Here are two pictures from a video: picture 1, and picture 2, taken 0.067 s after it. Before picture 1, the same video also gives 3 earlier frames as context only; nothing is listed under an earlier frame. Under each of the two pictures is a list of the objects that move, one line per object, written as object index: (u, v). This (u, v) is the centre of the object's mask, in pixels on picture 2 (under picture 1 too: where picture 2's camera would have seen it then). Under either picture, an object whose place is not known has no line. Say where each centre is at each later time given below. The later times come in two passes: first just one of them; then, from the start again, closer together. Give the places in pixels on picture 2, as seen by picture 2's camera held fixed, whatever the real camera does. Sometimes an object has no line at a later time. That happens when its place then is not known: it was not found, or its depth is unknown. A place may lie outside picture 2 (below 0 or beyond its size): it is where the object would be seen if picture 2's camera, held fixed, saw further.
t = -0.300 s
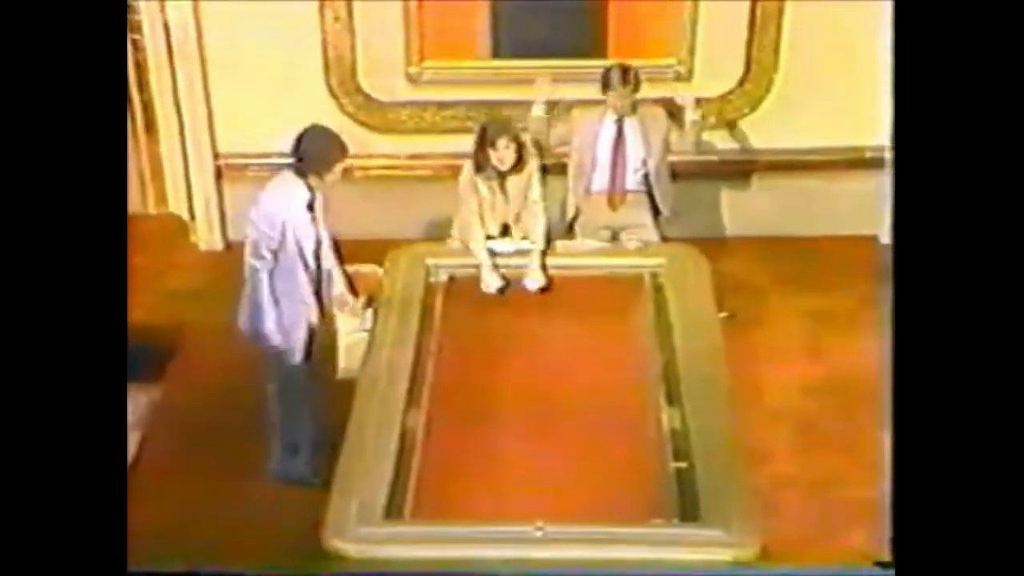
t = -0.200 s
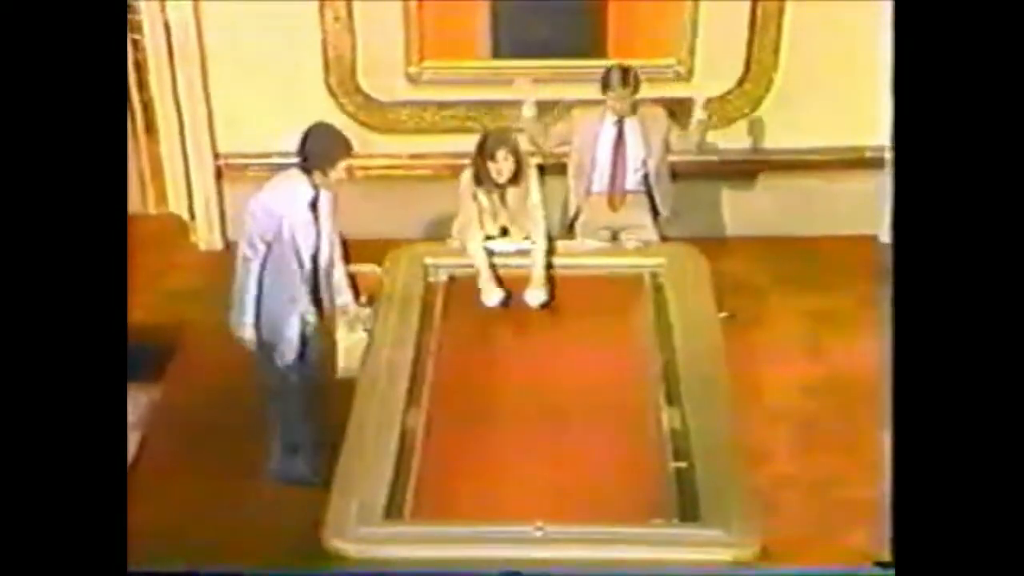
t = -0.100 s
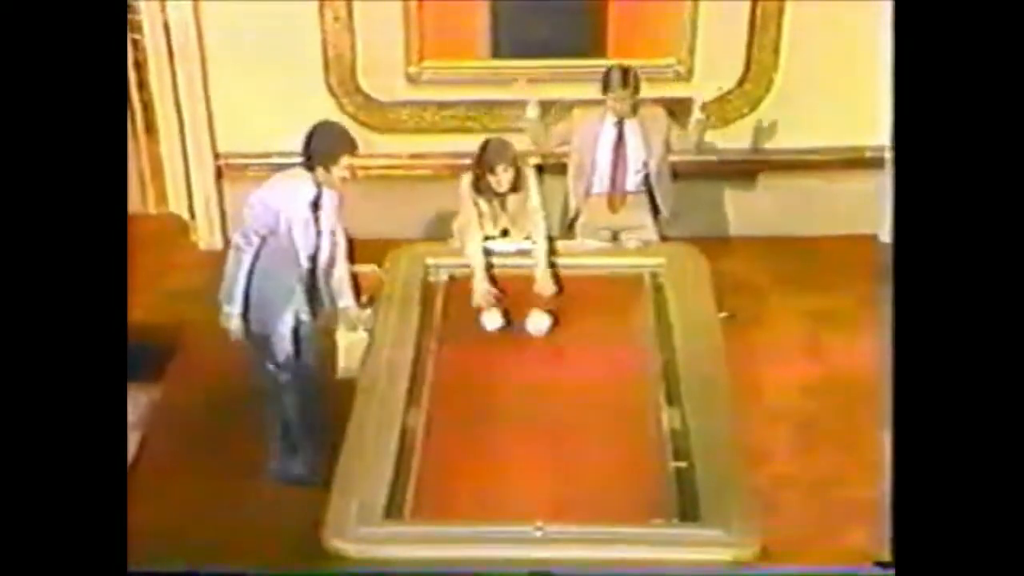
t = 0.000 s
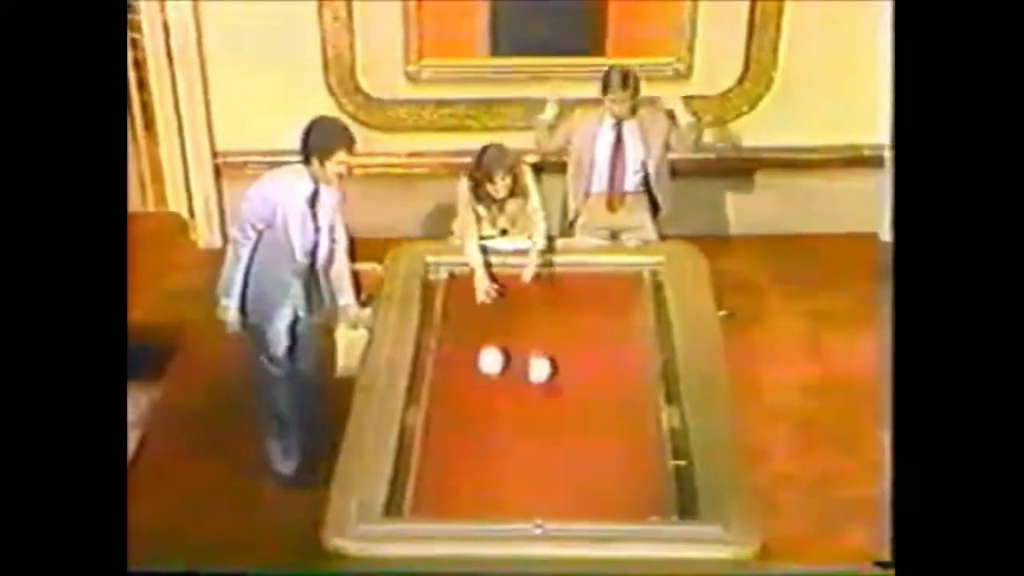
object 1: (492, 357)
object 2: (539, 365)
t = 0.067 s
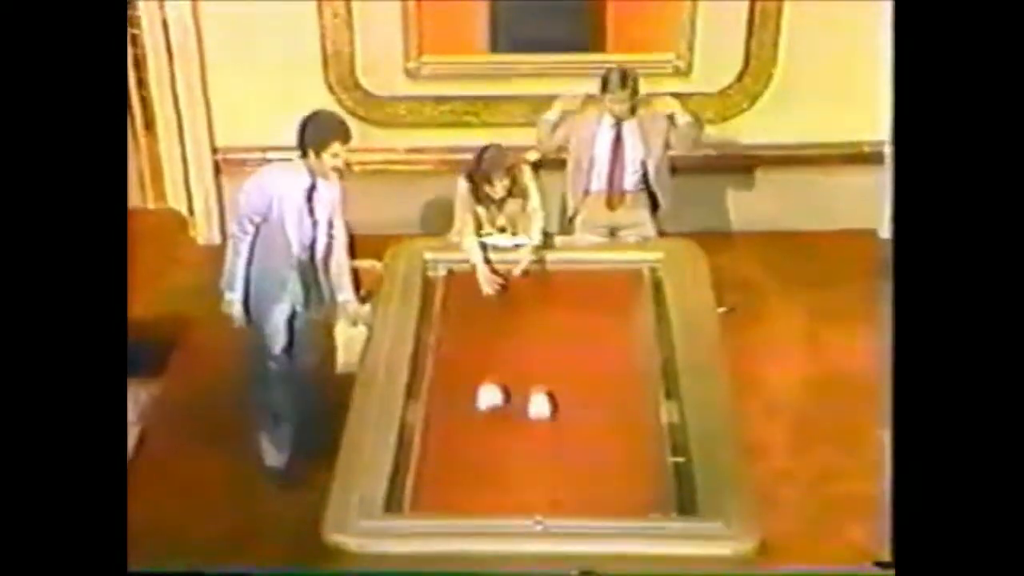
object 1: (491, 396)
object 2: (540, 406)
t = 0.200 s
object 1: (493, 447)
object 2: (554, 440)
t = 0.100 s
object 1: (491, 421)
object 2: (545, 415)
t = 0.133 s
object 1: (492, 432)
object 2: (549, 422)
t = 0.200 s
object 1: (493, 447)
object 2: (554, 440)
